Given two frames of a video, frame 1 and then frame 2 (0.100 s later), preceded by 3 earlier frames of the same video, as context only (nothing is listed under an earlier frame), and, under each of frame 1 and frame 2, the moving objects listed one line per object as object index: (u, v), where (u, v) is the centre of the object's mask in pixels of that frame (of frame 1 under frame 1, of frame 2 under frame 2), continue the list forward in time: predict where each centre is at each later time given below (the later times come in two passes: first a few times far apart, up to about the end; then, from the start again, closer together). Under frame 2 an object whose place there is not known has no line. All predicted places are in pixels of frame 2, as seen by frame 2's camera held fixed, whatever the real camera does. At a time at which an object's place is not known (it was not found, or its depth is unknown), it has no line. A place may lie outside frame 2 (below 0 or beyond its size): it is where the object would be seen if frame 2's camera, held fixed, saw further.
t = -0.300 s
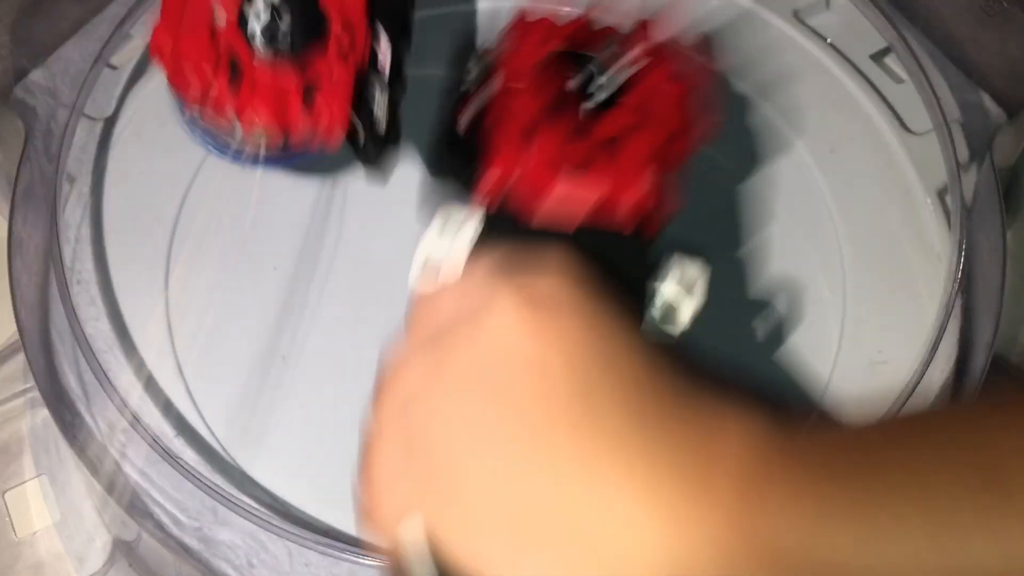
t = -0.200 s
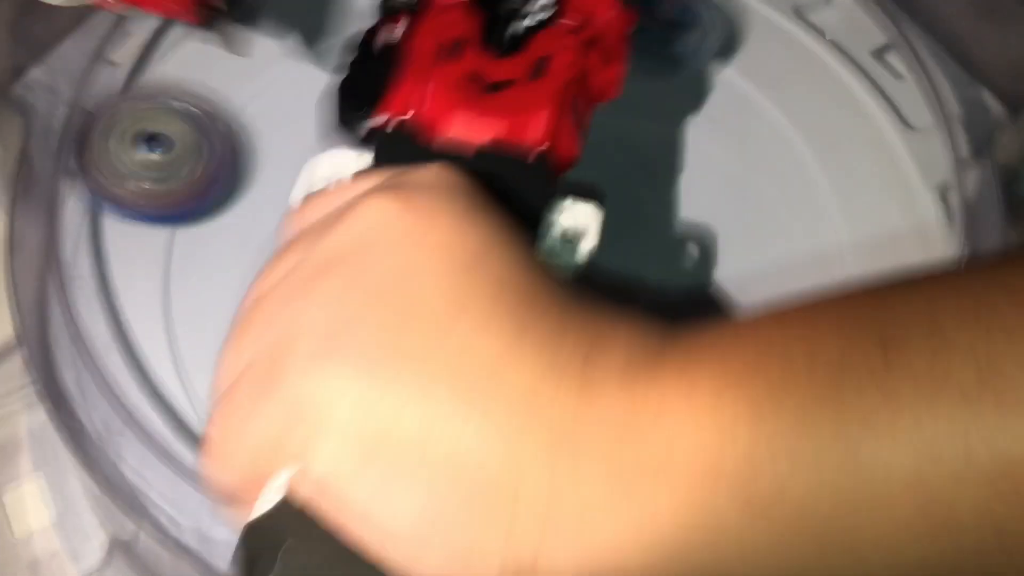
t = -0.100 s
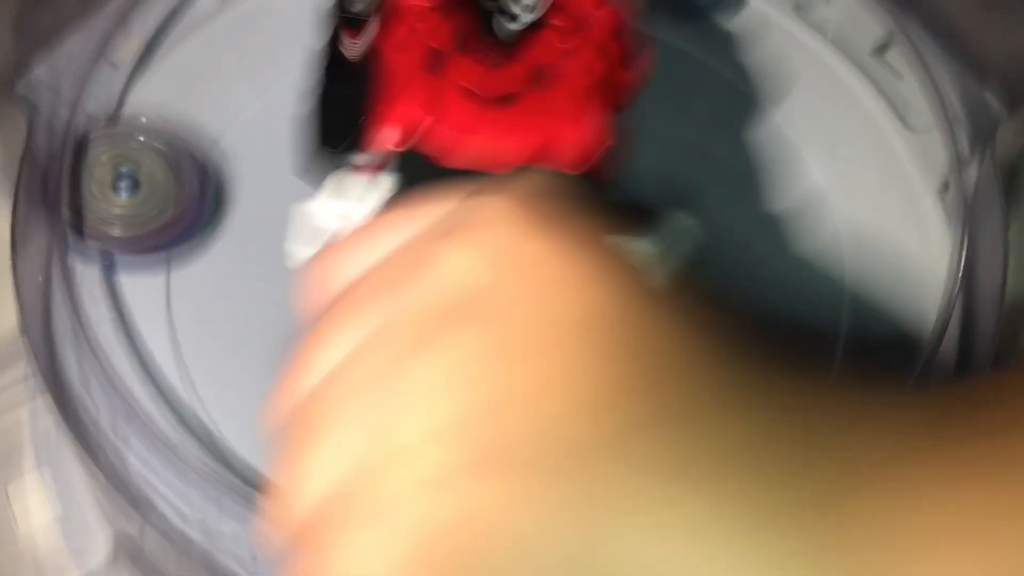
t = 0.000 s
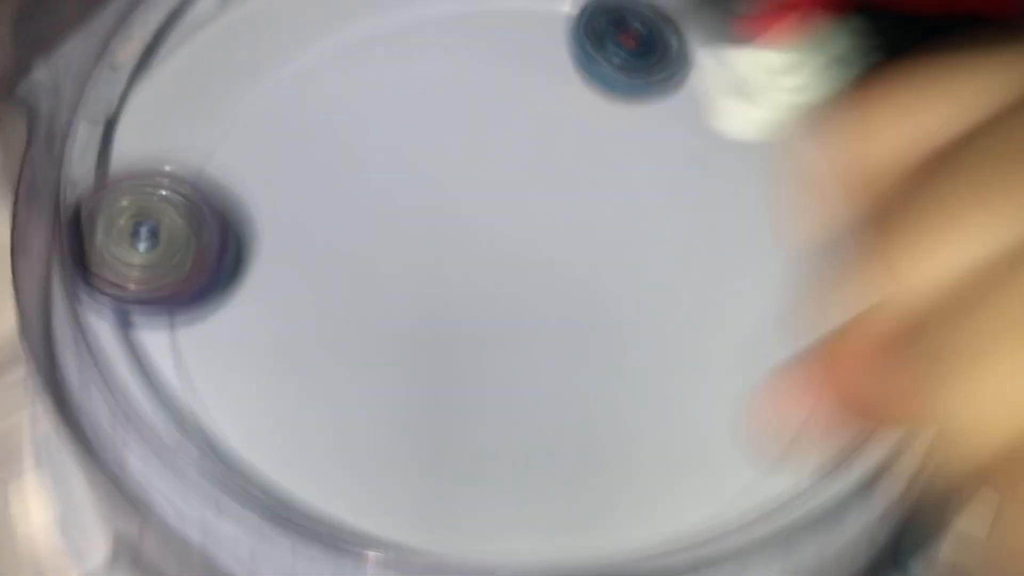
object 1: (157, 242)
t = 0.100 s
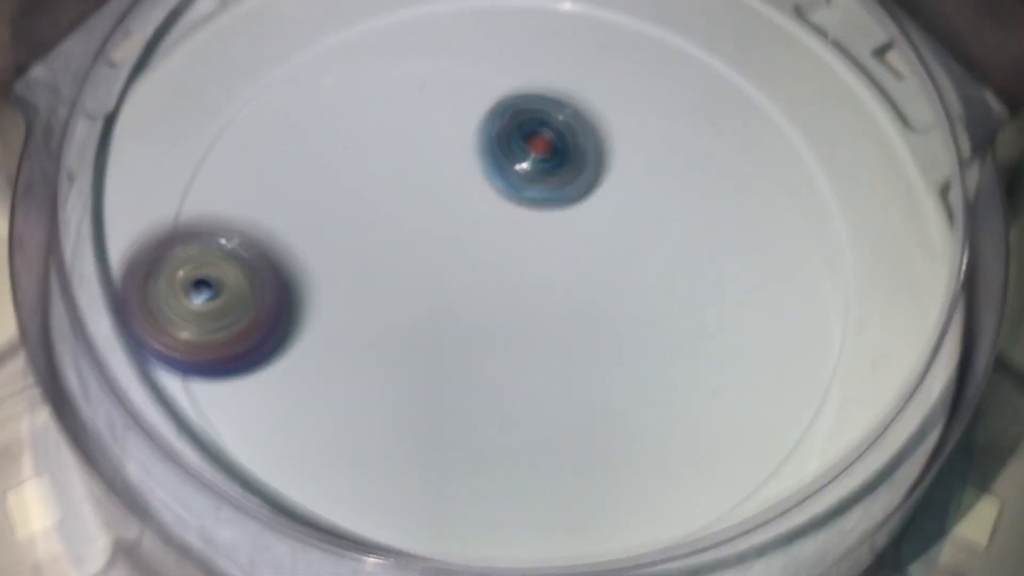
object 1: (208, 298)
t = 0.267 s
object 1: (203, 426)
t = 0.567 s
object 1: (636, 238)
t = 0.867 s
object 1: (771, 206)
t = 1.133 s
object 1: (513, 445)
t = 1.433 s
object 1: (321, 350)
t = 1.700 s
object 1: (645, 246)
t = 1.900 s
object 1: (802, 313)
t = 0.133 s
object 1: (237, 309)
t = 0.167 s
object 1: (272, 321)
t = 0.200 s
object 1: (308, 329)
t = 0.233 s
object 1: (293, 359)
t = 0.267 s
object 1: (203, 426)
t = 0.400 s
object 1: (389, 363)
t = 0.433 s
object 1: (441, 342)
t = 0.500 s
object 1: (549, 286)
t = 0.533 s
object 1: (594, 258)
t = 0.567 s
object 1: (636, 238)
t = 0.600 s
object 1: (678, 212)
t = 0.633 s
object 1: (709, 192)
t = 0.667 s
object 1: (737, 178)
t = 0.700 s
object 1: (761, 167)
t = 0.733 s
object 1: (777, 162)
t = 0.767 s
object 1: (783, 166)
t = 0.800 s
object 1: (784, 174)
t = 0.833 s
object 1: (780, 187)
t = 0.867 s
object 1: (771, 206)
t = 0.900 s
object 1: (754, 230)
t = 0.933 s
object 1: (731, 255)
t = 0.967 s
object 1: (703, 290)
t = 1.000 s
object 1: (669, 322)
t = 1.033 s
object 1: (631, 356)
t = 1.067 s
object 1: (593, 389)
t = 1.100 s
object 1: (554, 418)
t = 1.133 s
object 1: (513, 445)
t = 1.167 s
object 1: (471, 471)
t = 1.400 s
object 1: (307, 379)
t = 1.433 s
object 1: (321, 350)
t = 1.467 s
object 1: (348, 323)
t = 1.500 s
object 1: (382, 305)
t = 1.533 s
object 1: (422, 285)
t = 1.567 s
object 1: (464, 270)
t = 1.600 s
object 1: (511, 259)
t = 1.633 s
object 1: (558, 249)
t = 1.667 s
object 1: (601, 245)
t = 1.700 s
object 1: (645, 246)
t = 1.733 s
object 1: (686, 249)
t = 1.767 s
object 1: (723, 254)
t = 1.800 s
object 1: (752, 264)
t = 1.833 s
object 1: (776, 277)
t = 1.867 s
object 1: (793, 296)
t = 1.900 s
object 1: (802, 313)
